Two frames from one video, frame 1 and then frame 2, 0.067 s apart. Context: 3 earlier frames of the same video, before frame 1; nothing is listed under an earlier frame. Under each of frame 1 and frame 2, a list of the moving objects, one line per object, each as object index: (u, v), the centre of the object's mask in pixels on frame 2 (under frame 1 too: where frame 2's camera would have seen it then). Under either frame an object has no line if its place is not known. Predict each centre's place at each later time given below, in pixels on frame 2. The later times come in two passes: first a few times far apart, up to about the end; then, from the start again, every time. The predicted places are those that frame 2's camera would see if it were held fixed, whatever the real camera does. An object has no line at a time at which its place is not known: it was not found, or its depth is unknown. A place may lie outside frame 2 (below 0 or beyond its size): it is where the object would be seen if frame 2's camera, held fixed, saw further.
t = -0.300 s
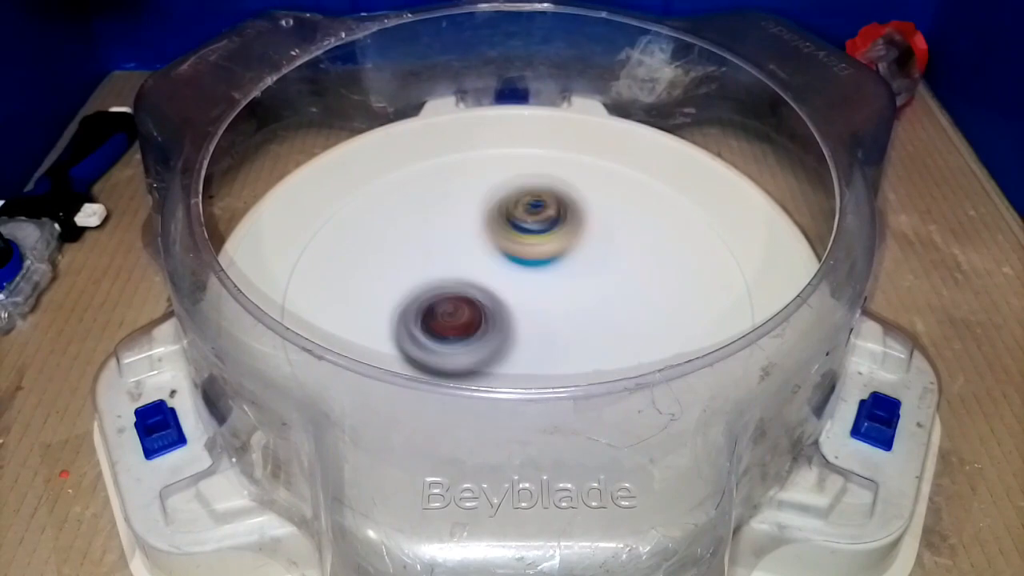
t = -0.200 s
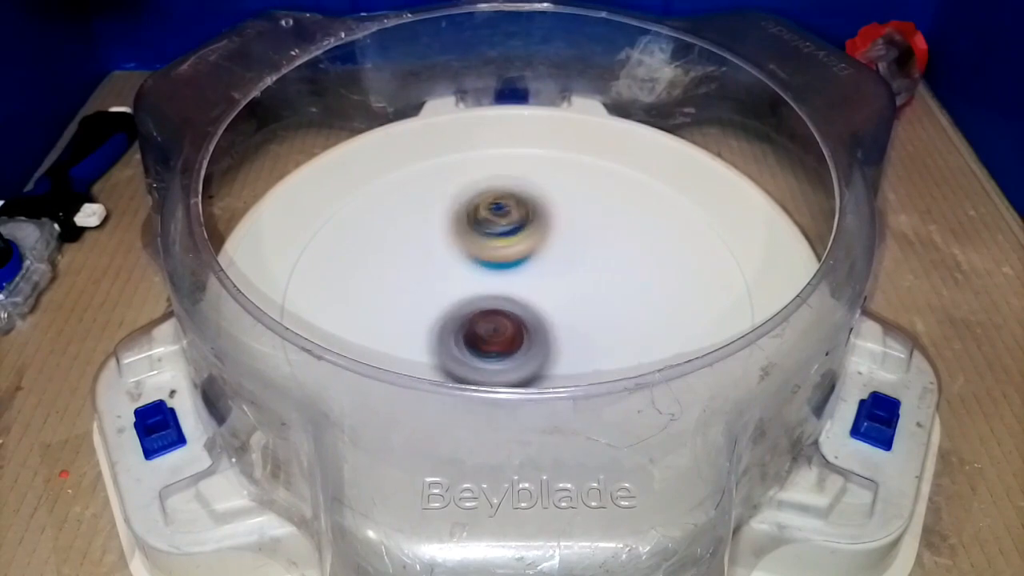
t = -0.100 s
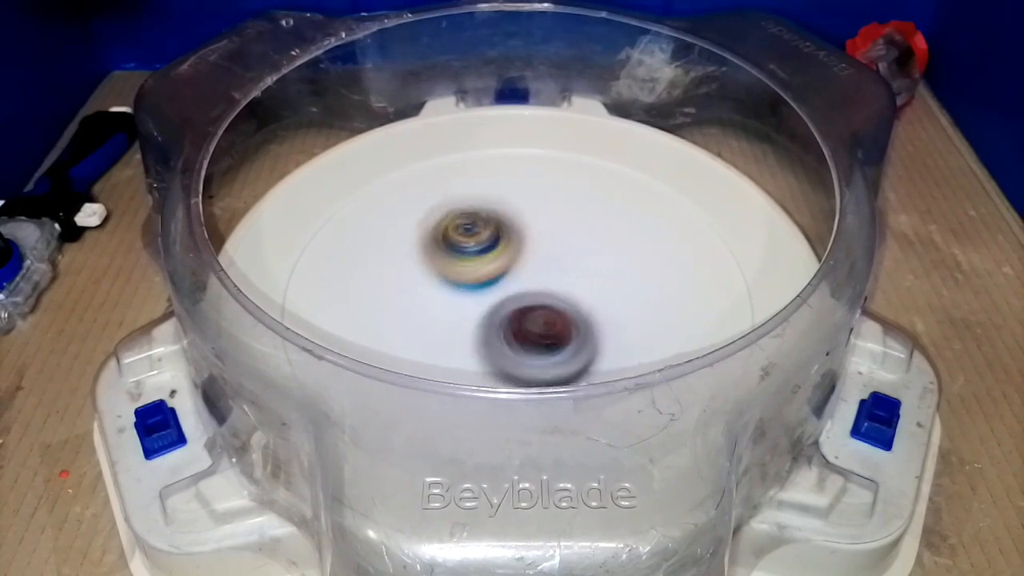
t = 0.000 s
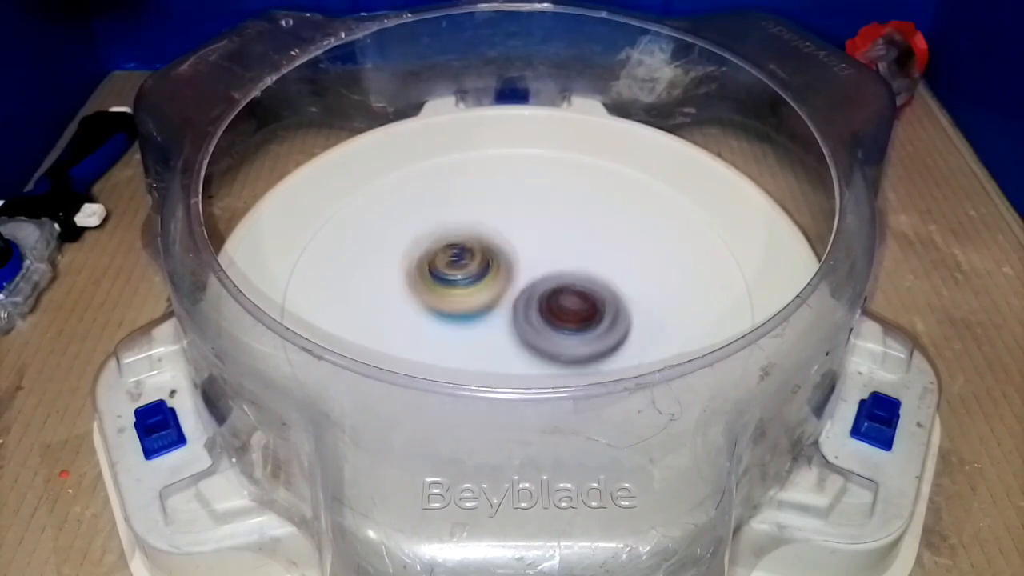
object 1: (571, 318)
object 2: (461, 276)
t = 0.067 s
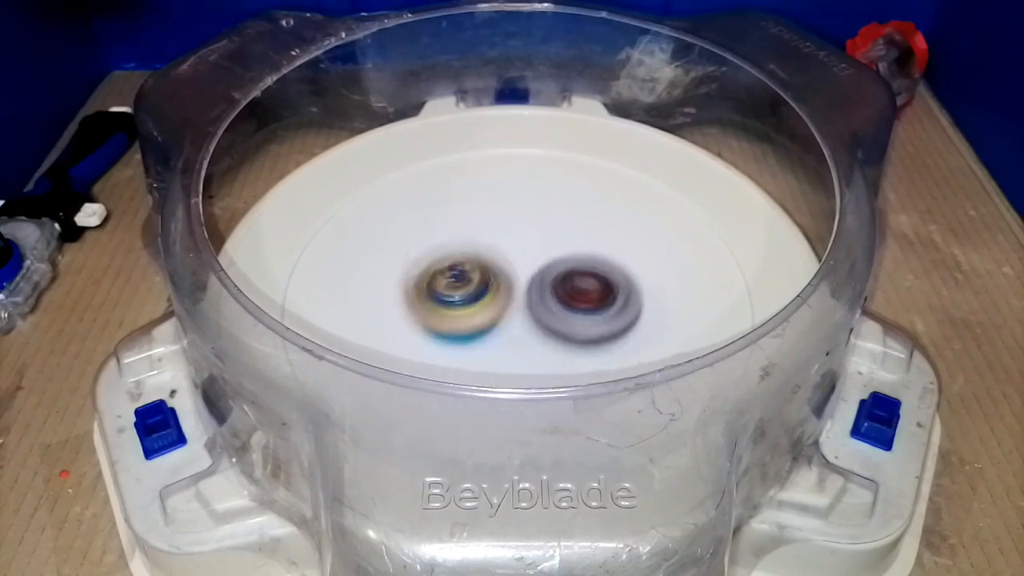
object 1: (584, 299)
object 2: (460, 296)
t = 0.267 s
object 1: (571, 249)
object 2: (478, 344)
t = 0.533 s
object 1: (473, 253)
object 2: (557, 326)
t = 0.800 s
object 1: (307, 210)
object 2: (695, 314)
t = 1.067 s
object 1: (374, 274)
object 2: (683, 286)
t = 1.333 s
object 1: (397, 202)
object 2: (662, 330)
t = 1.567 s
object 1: (443, 201)
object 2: (675, 341)
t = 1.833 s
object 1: (601, 252)
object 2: (483, 343)
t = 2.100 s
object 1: (662, 250)
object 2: (388, 338)
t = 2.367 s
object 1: (609, 305)
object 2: (499, 341)
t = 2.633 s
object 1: (679, 337)
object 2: (424, 276)
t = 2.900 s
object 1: (503, 353)
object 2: (474, 251)
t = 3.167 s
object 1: (377, 339)
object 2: (494, 243)
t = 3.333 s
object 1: (389, 329)
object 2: (492, 244)
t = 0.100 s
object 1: (589, 290)
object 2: (457, 305)
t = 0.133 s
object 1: (591, 281)
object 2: (458, 314)
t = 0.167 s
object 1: (590, 272)
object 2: (460, 324)
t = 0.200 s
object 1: (586, 263)
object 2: (464, 332)
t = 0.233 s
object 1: (580, 256)
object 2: (470, 339)
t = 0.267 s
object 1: (571, 249)
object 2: (478, 344)
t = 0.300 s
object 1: (561, 244)
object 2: (488, 346)
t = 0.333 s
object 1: (550, 241)
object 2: (499, 347)
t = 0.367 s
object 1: (537, 239)
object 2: (512, 350)
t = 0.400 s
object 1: (524, 238)
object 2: (525, 349)
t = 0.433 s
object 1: (511, 240)
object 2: (536, 346)
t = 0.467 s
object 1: (498, 242)
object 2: (545, 342)
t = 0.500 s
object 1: (484, 248)
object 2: (553, 335)
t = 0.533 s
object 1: (473, 253)
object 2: (557, 326)
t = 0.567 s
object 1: (463, 262)
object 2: (559, 316)
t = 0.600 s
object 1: (454, 268)
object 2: (563, 310)
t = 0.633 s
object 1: (415, 253)
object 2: (594, 317)
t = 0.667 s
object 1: (378, 238)
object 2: (627, 327)
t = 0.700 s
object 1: (350, 224)
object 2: (653, 325)
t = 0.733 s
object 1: (329, 216)
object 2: (673, 321)
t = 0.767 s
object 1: (313, 209)
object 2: (685, 318)
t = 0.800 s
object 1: (307, 210)
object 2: (695, 314)
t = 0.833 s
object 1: (304, 214)
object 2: (704, 312)
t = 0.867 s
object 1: (303, 219)
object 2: (711, 309)
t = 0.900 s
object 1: (303, 224)
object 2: (716, 304)
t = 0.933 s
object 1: (309, 234)
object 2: (719, 302)
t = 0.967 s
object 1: (322, 245)
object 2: (717, 298)
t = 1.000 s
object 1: (336, 255)
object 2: (710, 294)
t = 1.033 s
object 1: (354, 265)
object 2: (699, 290)
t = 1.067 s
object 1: (374, 274)
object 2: (683, 286)
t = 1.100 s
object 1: (395, 281)
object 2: (666, 285)
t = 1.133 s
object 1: (415, 284)
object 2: (647, 284)
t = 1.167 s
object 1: (434, 286)
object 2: (626, 282)
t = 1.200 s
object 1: (451, 285)
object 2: (603, 284)
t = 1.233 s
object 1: (467, 283)
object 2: (584, 285)
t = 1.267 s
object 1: (447, 264)
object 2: (593, 294)
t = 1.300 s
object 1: (421, 229)
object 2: (630, 318)
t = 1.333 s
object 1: (397, 202)
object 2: (662, 330)
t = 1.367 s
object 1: (382, 182)
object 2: (682, 330)
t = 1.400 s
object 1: (374, 163)
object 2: (700, 331)
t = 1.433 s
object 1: (380, 159)
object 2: (705, 336)
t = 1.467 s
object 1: (391, 166)
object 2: (709, 333)
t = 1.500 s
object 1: (406, 177)
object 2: (699, 336)
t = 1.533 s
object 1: (426, 190)
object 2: (688, 338)
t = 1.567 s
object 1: (443, 201)
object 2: (675, 341)
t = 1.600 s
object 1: (461, 214)
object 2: (656, 343)
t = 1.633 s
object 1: (480, 226)
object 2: (634, 344)
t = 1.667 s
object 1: (496, 236)
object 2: (614, 344)
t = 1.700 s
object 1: (515, 247)
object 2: (593, 344)
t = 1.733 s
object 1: (532, 256)
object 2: (569, 343)
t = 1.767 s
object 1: (548, 257)
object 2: (548, 337)
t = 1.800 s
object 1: (578, 258)
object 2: (515, 340)
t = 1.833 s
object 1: (601, 252)
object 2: (483, 343)
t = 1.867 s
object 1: (623, 248)
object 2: (453, 342)
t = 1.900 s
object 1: (638, 243)
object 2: (426, 339)
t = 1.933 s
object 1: (649, 241)
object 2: (405, 338)
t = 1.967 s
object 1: (656, 240)
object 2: (389, 336)
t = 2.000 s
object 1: (661, 242)
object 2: (378, 334)
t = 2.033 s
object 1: (663, 243)
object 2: (374, 333)
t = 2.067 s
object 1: (663, 247)
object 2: (379, 334)
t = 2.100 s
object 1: (662, 250)
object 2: (388, 338)
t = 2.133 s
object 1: (658, 256)
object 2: (400, 340)
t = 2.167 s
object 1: (655, 262)
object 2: (413, 343)
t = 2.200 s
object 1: (649, 270)
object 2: (423, 344)
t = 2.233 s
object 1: (644, 276)
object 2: (433, 344)
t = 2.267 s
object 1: (636, 285)
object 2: (449, 345)
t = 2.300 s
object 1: (629, 291)
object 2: (466, 346)
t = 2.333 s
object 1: (618, 299)
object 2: (484, 346)
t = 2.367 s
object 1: (609, 305)
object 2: (499, 341)
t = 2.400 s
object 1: (622, 310)
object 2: (485, 335)
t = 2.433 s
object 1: (655, 315)
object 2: (459, 325)
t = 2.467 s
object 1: (680, 320)
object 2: (438, 313)
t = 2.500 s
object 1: (690, 321)
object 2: (425, 303)
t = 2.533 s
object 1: (696, 324)
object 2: (417, 295)
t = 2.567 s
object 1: (695, 327)
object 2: (419, 290)
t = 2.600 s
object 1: (688, 333)
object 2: (419, 283)
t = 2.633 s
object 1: (679, 337)
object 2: (424, 276)
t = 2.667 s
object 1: (666, 341)
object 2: (430, 271)
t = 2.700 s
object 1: (649, 346)
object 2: (436, 268)
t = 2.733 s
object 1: (629, 349)
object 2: (443, 264)
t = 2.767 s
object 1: (607, 352)
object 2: (449, 260)
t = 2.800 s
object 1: (582, 354)
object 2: (456, 258)
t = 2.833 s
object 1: (556, 354)
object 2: (463, 255)
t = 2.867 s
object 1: (529, 354)
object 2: (469, 253)
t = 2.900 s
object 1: (503, 353)
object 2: (474, 251)
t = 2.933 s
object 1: (478, 352)
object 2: (479, 249)
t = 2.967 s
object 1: (454, 349)
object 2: (483, 248)
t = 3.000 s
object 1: (433, 345)
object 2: (486, 246)
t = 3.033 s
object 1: (416, 343)
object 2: (488, 244)
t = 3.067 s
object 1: (399, 341)
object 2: (490, 244)
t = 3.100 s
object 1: (390, 340)
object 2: (492, 243)
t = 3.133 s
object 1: (382, 339)
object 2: (493, 243)
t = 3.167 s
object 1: (377, 339)
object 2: (494, 243)
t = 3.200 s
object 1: (373, 338)
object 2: (494, 242)
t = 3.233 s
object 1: (373, 336)
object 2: (493, 243)
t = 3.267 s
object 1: (377, 334)
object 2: (493, 243)
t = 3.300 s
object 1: (383, 332)
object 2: (492, 244)
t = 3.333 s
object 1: (389, 329)
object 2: (492, 244)
